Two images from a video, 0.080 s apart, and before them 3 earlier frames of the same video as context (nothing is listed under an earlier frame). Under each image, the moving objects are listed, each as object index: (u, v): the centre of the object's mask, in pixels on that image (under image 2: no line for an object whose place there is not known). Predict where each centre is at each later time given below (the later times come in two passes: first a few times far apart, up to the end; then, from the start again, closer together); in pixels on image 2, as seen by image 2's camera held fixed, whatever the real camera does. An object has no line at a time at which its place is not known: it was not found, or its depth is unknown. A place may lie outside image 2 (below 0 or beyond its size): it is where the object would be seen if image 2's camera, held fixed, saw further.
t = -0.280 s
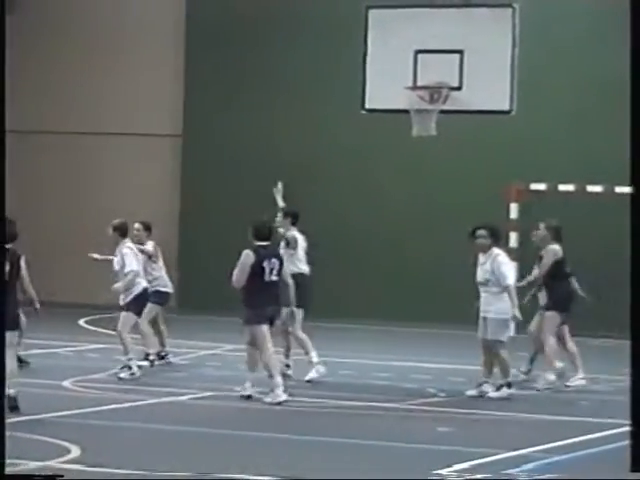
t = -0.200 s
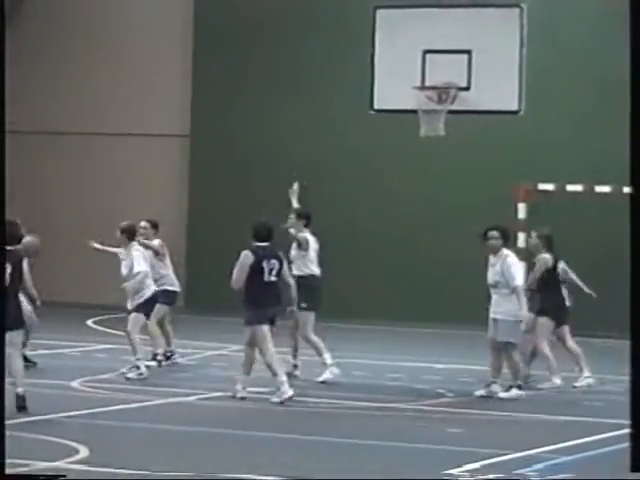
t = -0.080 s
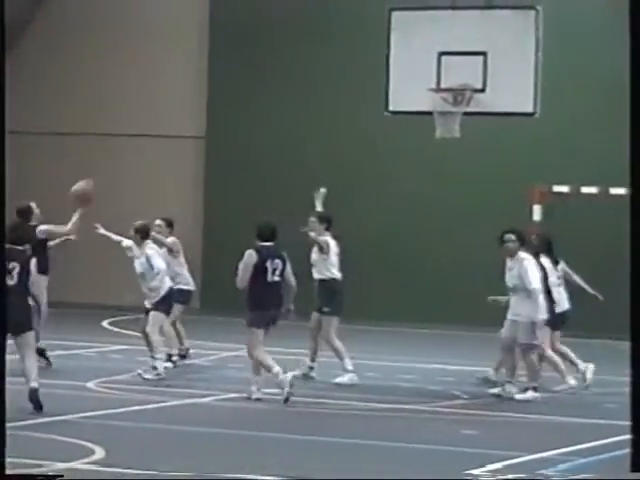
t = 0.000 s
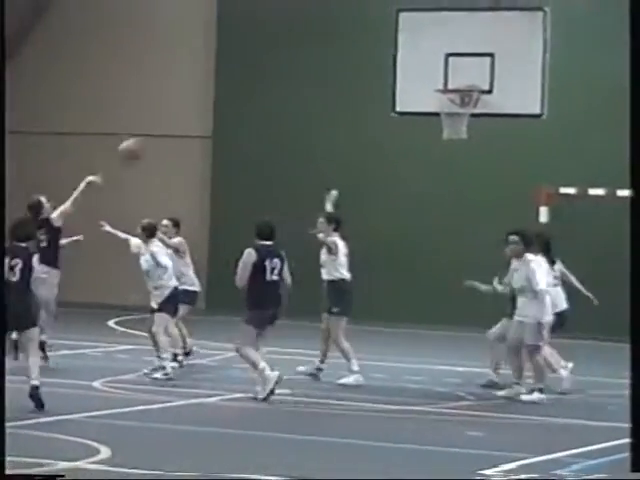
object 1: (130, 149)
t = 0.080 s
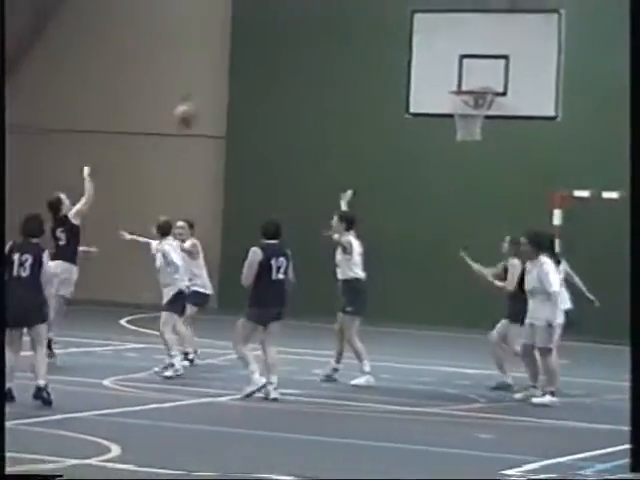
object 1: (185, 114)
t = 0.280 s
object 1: (282, 60)
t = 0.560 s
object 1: (403, 47)
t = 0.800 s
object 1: (482, 72)
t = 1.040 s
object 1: (496, 57)
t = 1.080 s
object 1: (497, 60)
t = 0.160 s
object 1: (226, 89)
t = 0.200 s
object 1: (244, 76)
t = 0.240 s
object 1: (263, 68)
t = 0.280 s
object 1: (282, 60)
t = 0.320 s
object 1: (299, 54)
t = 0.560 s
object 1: (403, 47)
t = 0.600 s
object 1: (421, 55)
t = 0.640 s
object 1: (436, 61)
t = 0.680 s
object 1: (452, 68)
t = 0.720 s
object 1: (467, 75)
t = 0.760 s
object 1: (480, 80)
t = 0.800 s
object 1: (482, 72)
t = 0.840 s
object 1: (485, 66)
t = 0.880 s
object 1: (487, 61)
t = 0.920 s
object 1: (489, 58)
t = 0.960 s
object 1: (490, 57)
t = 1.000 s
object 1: (493, 56)
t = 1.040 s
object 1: (496, 57)
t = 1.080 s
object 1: (497, 60)
